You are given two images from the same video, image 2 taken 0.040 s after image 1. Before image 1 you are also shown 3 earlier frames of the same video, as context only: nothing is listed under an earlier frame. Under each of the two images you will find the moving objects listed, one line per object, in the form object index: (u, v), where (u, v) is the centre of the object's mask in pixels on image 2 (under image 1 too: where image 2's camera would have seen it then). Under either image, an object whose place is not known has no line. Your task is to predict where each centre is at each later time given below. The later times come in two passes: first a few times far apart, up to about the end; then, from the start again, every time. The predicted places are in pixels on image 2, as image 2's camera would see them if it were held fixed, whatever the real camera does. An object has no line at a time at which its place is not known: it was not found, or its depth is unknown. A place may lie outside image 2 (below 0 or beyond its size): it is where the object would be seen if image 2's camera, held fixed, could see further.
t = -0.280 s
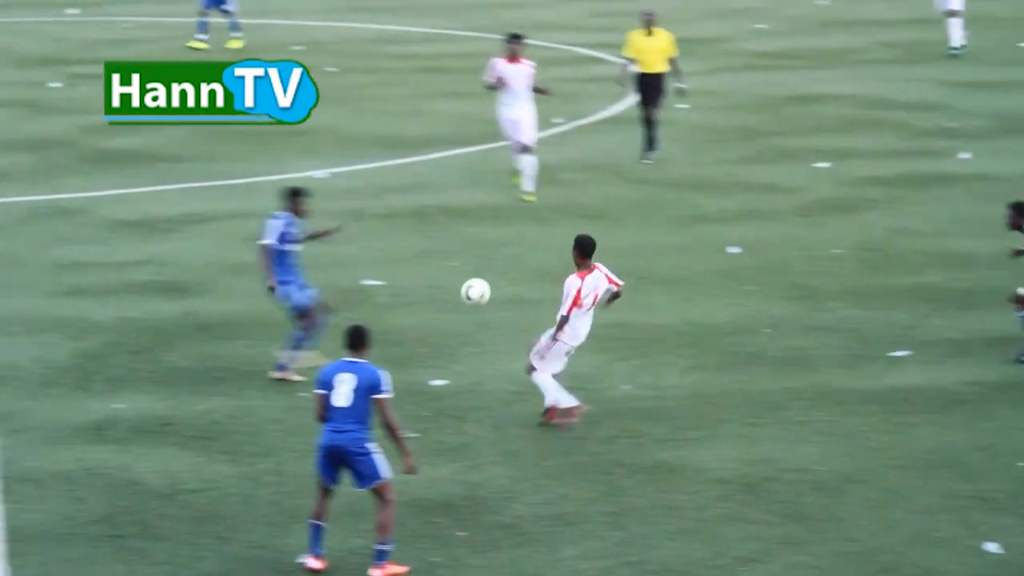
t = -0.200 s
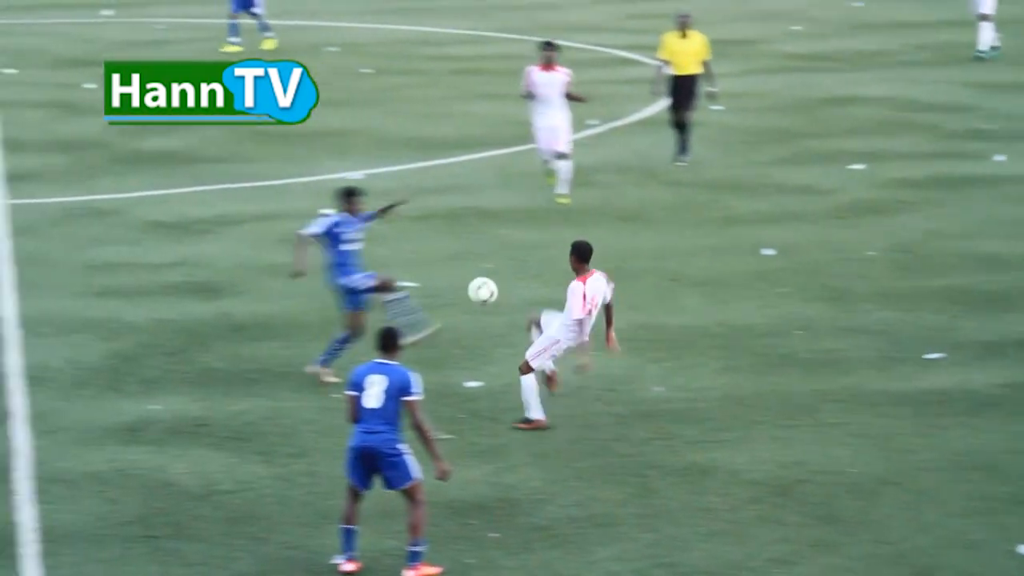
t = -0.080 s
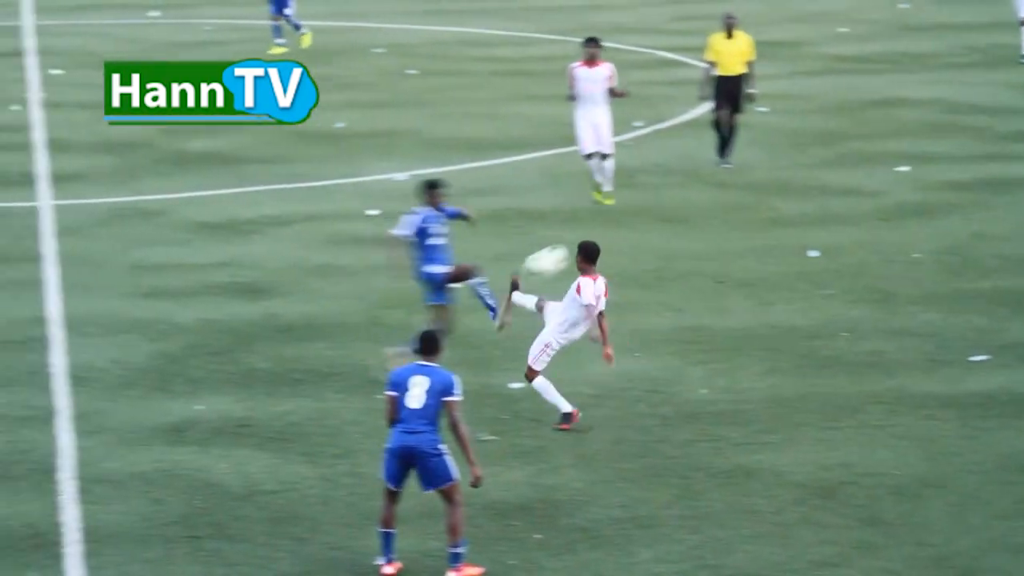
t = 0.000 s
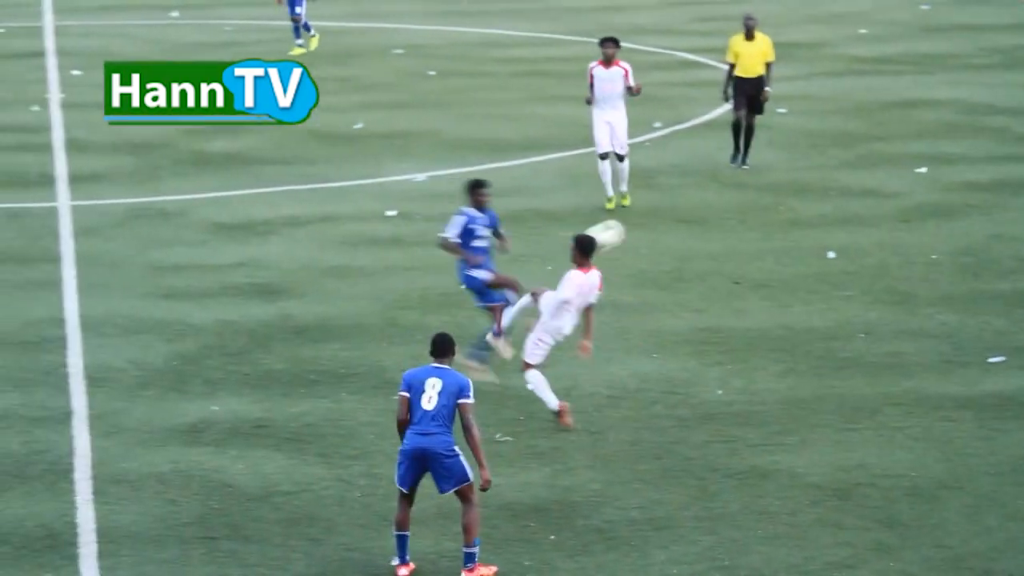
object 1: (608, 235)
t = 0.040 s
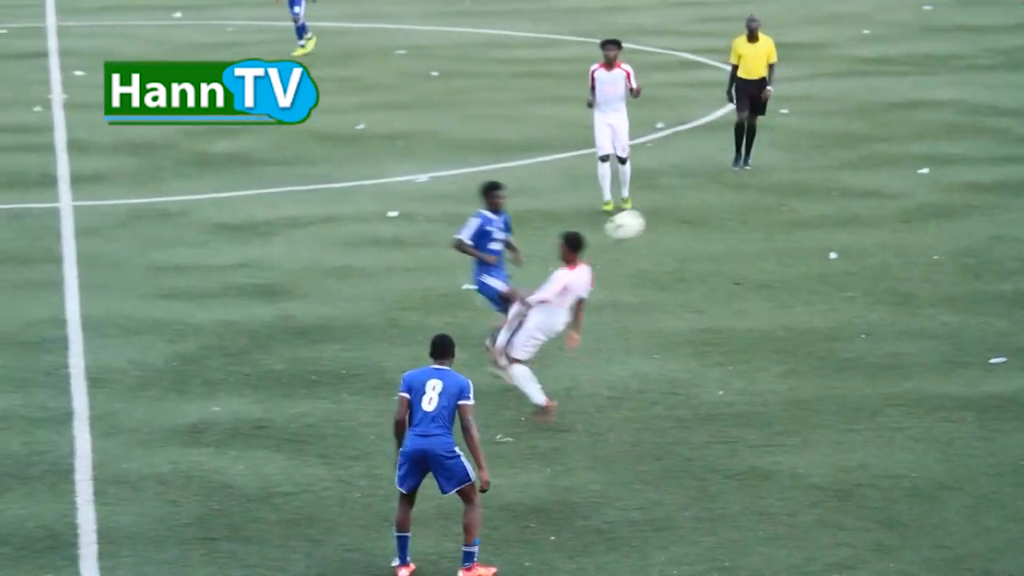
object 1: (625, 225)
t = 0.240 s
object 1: (732, 198)
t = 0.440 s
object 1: (841, 221)
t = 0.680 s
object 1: (985, 322)
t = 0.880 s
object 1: (1112, 476)
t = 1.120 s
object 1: (1219, 479)
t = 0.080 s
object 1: (647, 216)
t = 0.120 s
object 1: (666, 209)
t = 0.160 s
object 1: (688, 204)
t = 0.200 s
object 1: (710, 200)
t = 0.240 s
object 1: (732, 198)
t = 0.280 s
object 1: (754, 199)
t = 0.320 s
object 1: (775, 201)
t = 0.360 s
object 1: (797, 206)
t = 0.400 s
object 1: (819, 213)
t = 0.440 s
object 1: (841, 221)
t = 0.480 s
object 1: (865, 233)
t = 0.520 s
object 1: (888, 245)
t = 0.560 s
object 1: (912, 260)
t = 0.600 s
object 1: (936, 279)
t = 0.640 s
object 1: (960, 299)
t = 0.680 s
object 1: (985, 322)
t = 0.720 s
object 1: (1009, 347)
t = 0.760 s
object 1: (1035, 376)
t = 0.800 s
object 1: (1060, 405)
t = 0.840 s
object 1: (1086, 439)
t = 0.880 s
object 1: (1112, 476)
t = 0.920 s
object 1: (1139, 514)
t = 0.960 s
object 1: (1160, 534)
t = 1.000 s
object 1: (1174, 524)
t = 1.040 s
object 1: (1189, 508)
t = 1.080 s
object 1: (1204, 492)
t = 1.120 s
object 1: (1219, 479)
